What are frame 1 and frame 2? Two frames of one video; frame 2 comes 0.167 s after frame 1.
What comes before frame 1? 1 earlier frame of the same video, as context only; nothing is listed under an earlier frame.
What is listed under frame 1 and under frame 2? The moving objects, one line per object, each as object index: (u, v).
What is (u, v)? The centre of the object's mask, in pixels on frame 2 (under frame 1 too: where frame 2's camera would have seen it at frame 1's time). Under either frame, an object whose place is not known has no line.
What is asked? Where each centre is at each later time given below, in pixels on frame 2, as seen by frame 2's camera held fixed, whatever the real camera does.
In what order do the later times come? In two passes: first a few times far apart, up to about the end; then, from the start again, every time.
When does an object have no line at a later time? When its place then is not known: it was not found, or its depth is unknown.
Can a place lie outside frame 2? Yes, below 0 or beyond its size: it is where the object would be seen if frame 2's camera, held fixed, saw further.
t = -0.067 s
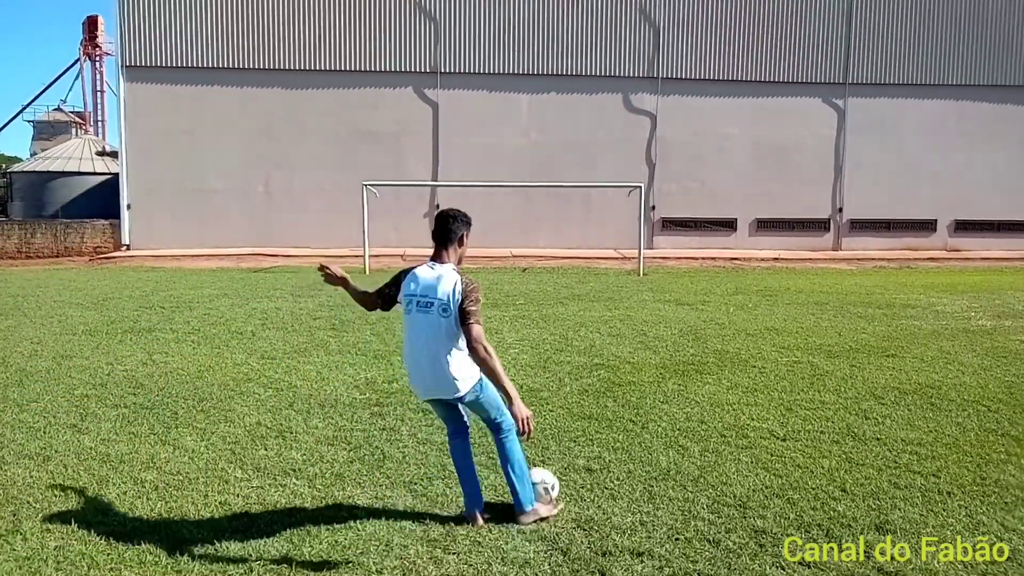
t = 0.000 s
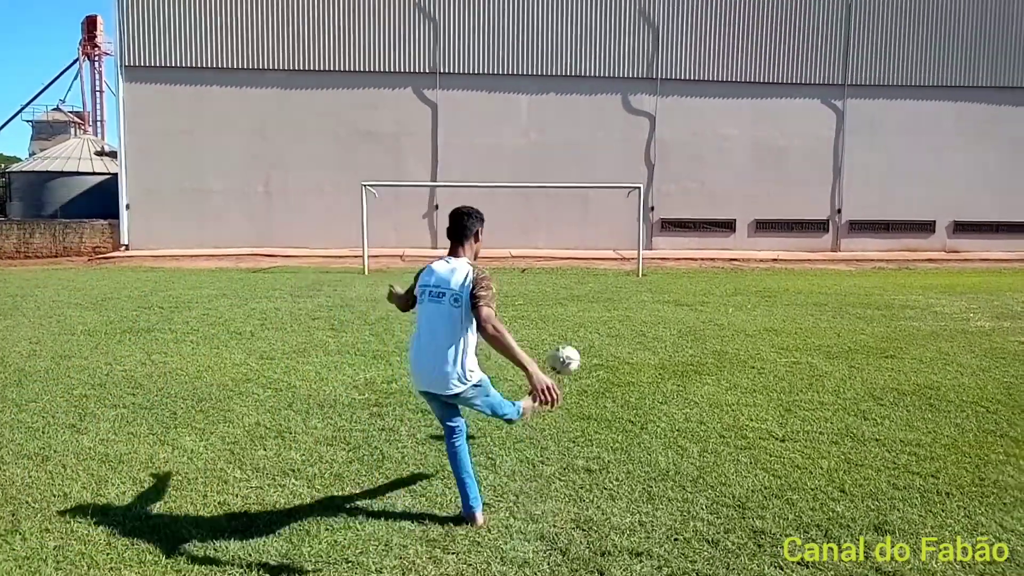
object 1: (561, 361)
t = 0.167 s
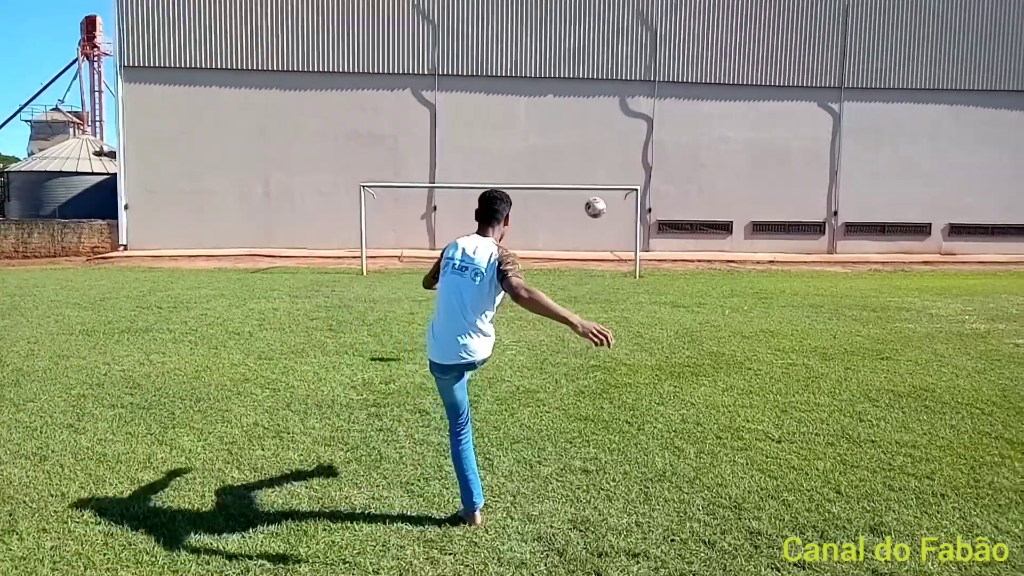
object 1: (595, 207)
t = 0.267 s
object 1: (605, 163)
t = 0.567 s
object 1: (616, 110)
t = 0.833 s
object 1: (616, 108)
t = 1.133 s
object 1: (614, 127)
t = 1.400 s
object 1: (610, 158)
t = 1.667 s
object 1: (604, 196)
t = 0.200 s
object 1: (599, 191)
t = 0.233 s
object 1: (602, 176)
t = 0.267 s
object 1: (605, 163)
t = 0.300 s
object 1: (607, 152)
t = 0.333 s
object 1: (609, 143)
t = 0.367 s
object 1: (611, 135)
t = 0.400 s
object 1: (612, 129)
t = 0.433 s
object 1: (613, 123)
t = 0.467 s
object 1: (614, 119)
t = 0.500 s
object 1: (615, 115)
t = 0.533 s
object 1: (615, 112)
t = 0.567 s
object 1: (616, 110)
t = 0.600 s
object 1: (616, 108)
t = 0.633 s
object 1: (616, 107)
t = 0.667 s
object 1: (616, 106)
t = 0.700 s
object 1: (616, 105)
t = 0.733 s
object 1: (616, 105)
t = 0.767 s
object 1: (616, 106)
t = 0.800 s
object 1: (616, 106)
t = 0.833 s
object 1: (616, 108)
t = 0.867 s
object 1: (616, 109)
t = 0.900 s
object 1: (616, 110)
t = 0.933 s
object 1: (615, 111)
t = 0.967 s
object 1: (615, 114)
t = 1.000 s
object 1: (615, 116)
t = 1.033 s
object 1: (615, 118)
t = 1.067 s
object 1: (614, 121)
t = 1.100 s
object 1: (613, 123)
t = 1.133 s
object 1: (614, 127)
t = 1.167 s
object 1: (613, 130)
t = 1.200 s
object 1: (613, 133)
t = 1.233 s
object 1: (612, 137)
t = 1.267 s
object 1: (612, 141)
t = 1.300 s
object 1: (612, 145)
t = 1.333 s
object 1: (611, 149)
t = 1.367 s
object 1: (611, 153)
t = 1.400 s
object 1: (610, 158)
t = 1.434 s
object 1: (610, 162)
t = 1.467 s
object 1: (609, 166)
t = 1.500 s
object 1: (608, 171)
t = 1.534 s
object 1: (608, 176)
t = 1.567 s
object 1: (607, 181)
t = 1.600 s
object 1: (606, 184)
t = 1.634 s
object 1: (605, 192)
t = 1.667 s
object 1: (604, 196)
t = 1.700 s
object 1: (603, 200)
